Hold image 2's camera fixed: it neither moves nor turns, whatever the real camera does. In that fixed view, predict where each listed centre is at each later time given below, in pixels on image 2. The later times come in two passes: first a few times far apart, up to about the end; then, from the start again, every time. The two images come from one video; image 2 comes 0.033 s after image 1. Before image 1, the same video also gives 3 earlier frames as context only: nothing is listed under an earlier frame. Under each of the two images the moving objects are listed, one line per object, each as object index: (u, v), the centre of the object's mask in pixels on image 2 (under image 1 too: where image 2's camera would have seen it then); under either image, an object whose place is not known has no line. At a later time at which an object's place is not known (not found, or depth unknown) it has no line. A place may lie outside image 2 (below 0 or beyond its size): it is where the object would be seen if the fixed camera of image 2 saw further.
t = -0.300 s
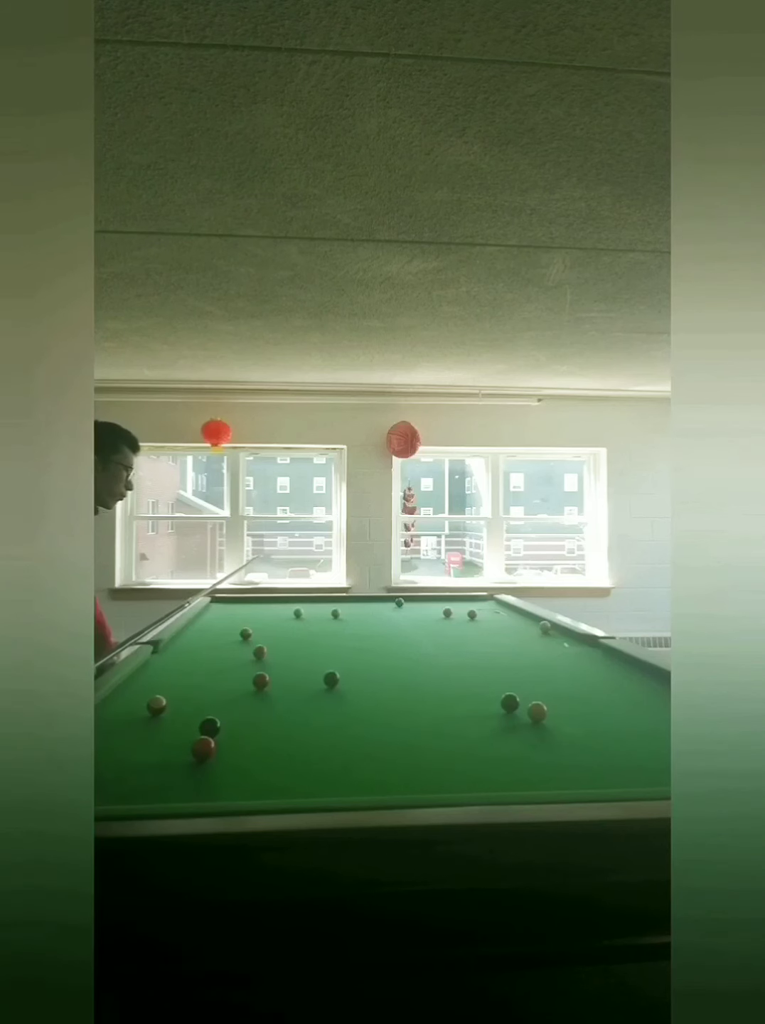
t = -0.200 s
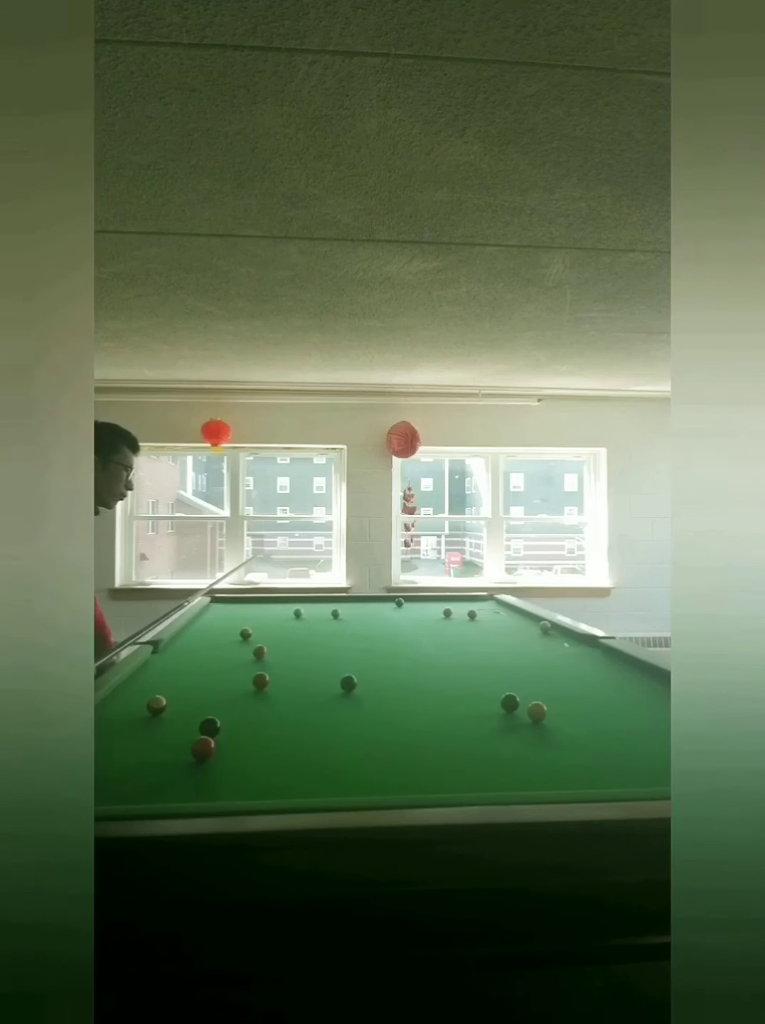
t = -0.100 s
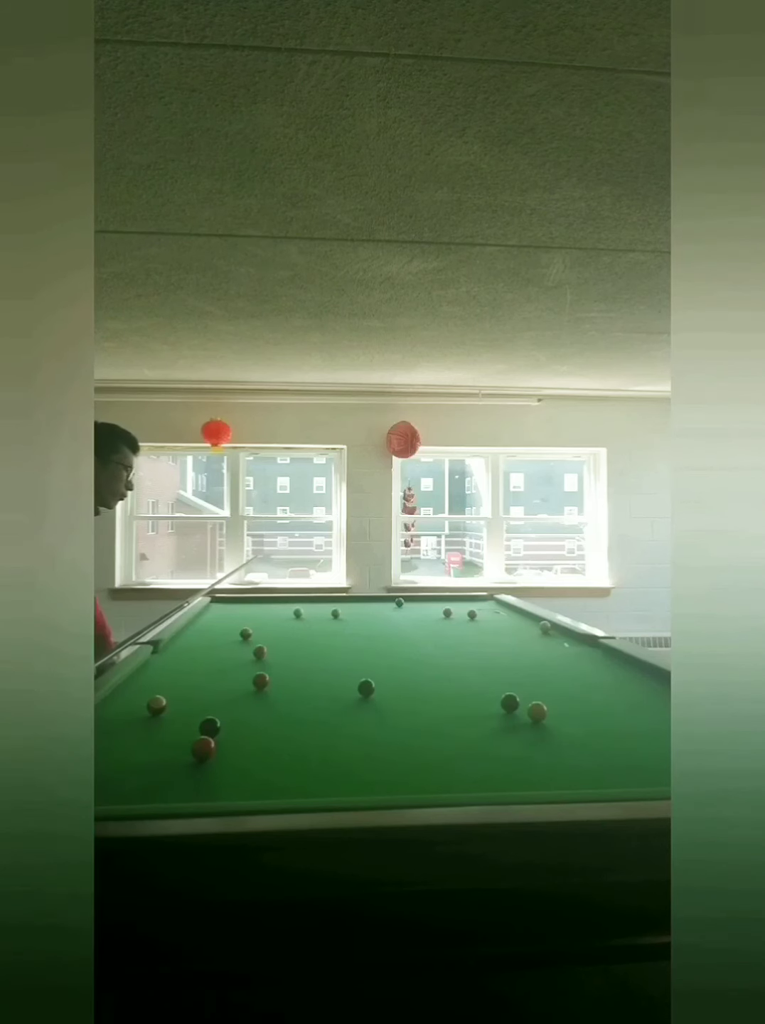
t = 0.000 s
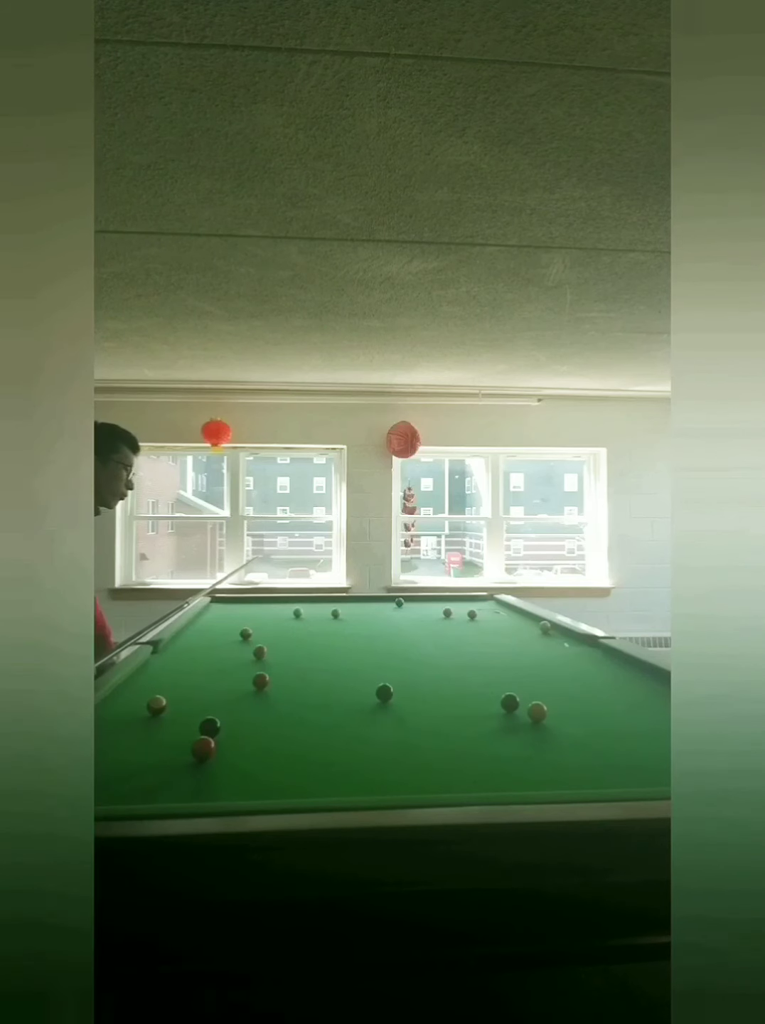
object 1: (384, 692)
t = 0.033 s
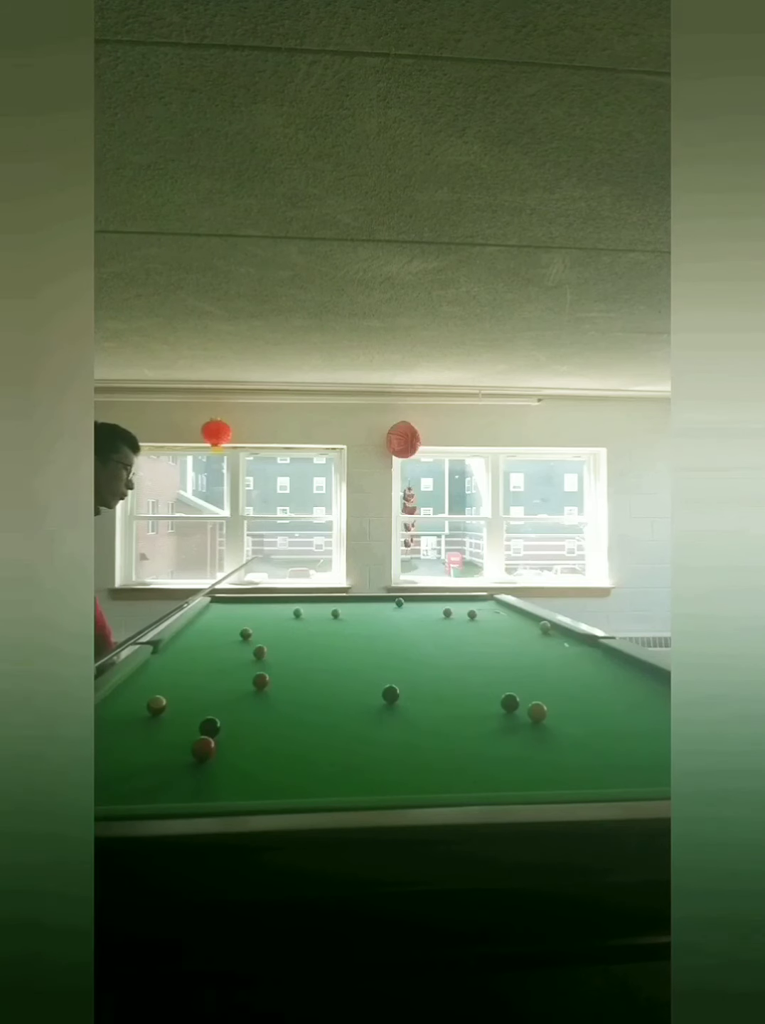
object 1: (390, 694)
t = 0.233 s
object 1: (430, 704)
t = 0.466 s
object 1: (479, 717)
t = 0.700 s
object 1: (533, 731)
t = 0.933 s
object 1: (592, 746)
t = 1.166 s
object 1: (655, 763)
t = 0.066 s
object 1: (396, 696)
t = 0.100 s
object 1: (403, 697)
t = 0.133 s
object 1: (410, 699)
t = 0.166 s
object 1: (416, 701)
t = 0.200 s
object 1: (423, 703)
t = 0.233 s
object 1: (430, 704)
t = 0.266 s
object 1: (437, 706)
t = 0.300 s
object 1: (444, 708)
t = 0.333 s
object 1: (450, 709)
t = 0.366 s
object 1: (457, 711)
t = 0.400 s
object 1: (464, 713)
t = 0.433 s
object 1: (471, 715)
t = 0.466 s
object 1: (479, 717)
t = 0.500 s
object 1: (487, 719)
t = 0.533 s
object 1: (494, 721)
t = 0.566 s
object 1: (502, 722)
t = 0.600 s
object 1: (509, 725)
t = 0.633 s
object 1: (517, 726)
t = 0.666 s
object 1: (525, 728)
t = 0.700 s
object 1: (533, 731)
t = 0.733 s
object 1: (541, 733)
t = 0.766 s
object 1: (549, 735)
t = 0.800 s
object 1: (557, 737)
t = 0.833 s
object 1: (566, 739)
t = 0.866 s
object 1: (574, 742)
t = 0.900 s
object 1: (583, 744)
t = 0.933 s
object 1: (592, 746)
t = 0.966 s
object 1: (600, 749)
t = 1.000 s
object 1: (609, 751)
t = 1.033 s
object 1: (618, 753)
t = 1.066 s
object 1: (627, 756)
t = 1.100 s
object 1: (636, 757)
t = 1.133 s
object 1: (646, 760)
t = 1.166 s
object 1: (655, 763)
